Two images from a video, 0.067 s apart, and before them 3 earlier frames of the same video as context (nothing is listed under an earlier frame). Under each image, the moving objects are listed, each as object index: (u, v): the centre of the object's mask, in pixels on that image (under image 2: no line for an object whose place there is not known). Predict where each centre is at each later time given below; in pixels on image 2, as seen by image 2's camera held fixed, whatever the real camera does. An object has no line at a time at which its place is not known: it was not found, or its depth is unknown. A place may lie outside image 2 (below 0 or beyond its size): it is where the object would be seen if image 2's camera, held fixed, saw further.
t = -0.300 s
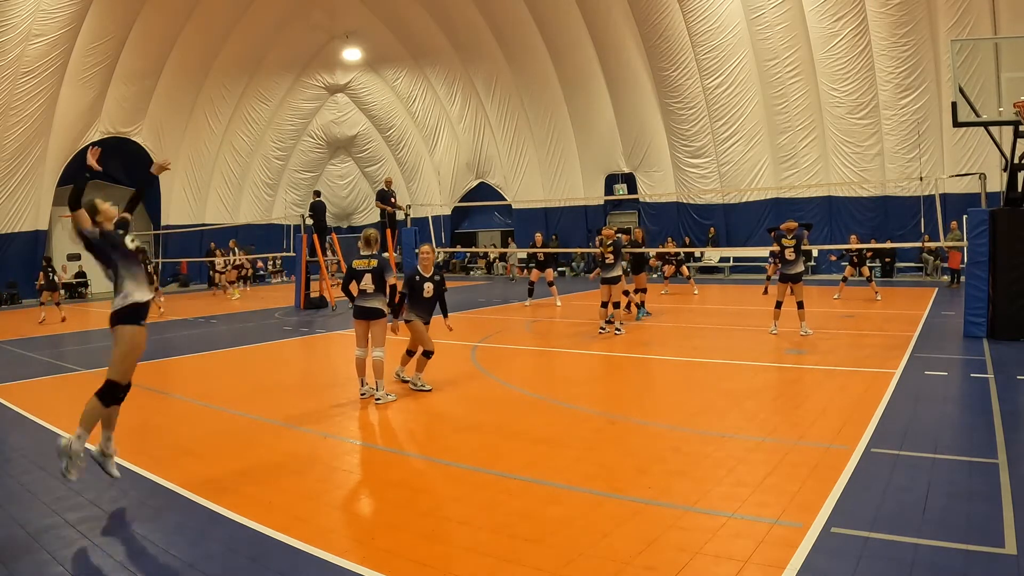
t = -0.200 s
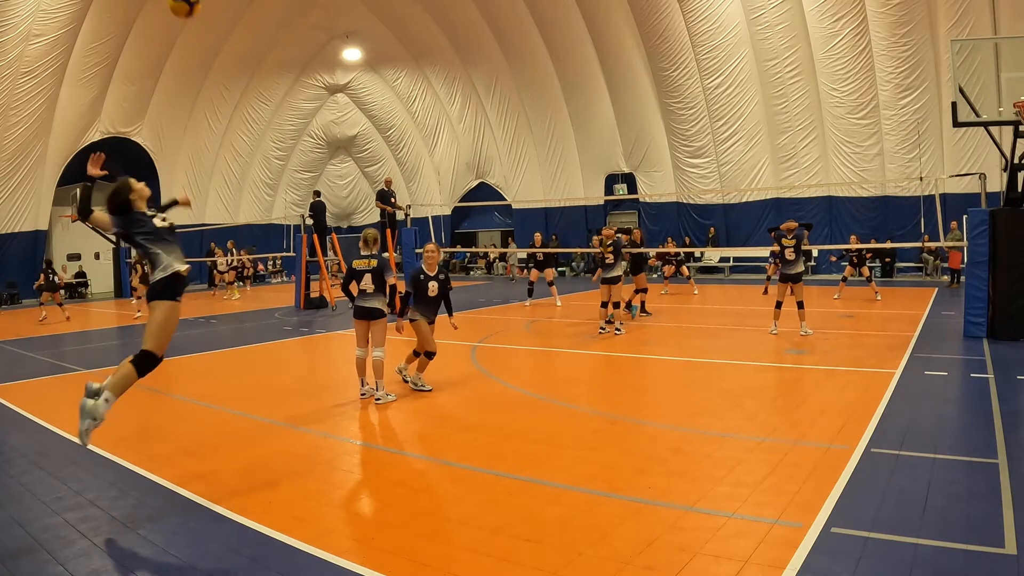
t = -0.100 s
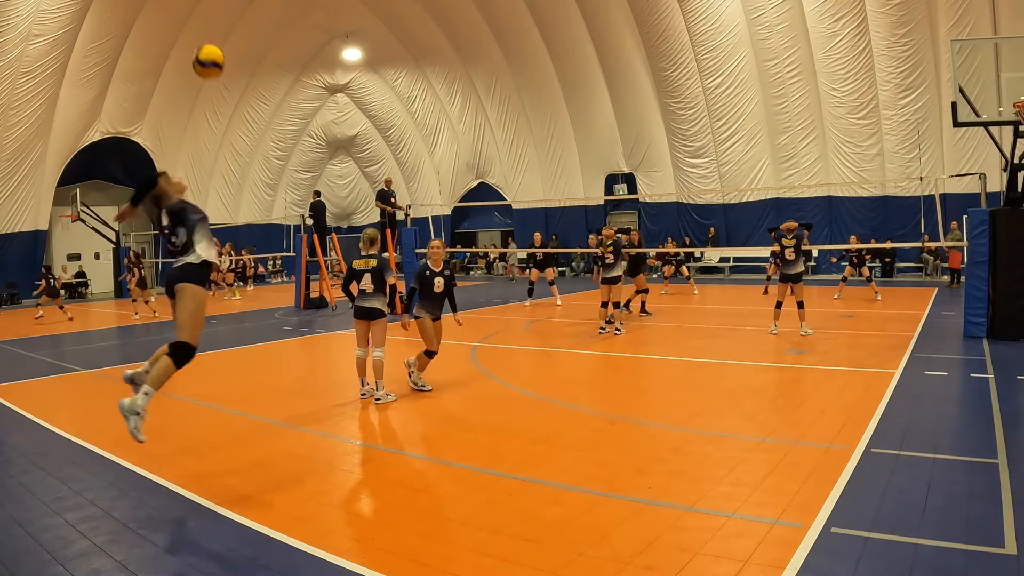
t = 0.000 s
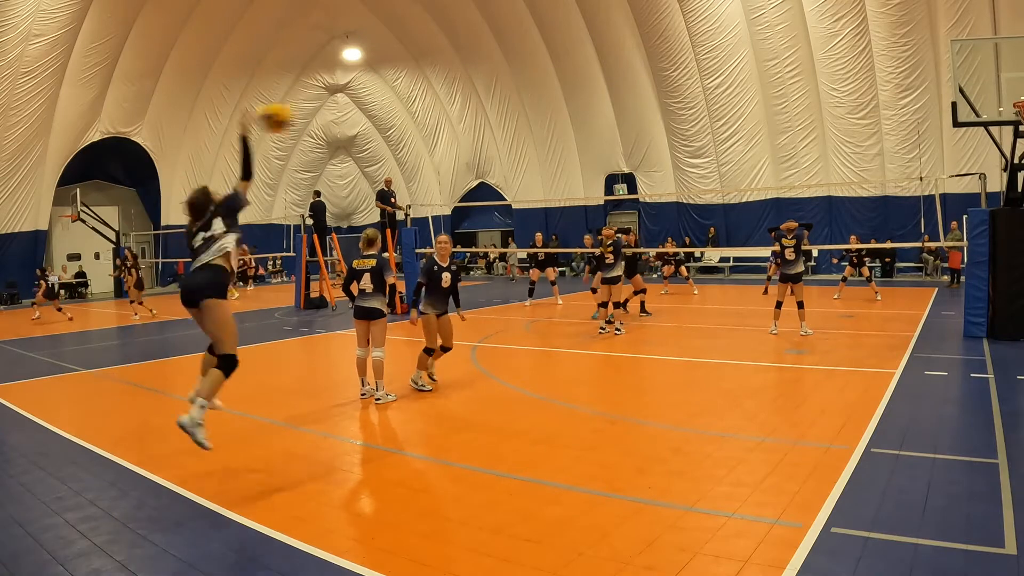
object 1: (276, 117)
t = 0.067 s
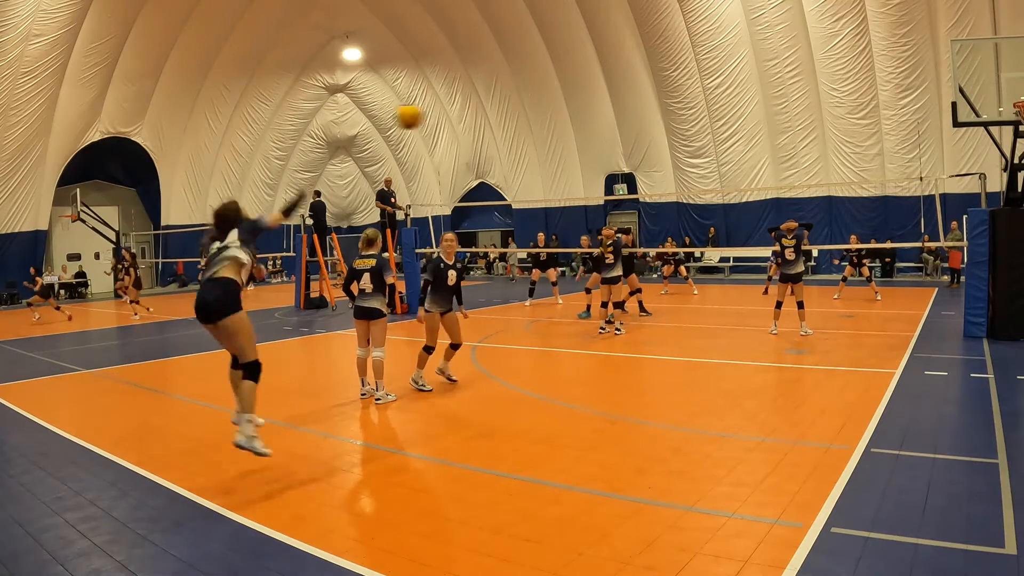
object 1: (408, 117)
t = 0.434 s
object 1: (730, 197)
